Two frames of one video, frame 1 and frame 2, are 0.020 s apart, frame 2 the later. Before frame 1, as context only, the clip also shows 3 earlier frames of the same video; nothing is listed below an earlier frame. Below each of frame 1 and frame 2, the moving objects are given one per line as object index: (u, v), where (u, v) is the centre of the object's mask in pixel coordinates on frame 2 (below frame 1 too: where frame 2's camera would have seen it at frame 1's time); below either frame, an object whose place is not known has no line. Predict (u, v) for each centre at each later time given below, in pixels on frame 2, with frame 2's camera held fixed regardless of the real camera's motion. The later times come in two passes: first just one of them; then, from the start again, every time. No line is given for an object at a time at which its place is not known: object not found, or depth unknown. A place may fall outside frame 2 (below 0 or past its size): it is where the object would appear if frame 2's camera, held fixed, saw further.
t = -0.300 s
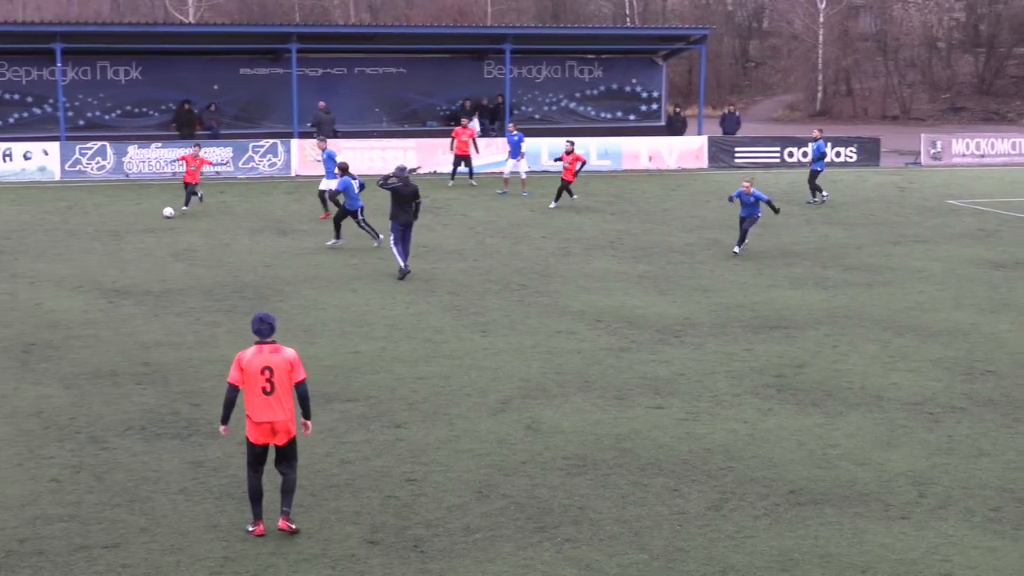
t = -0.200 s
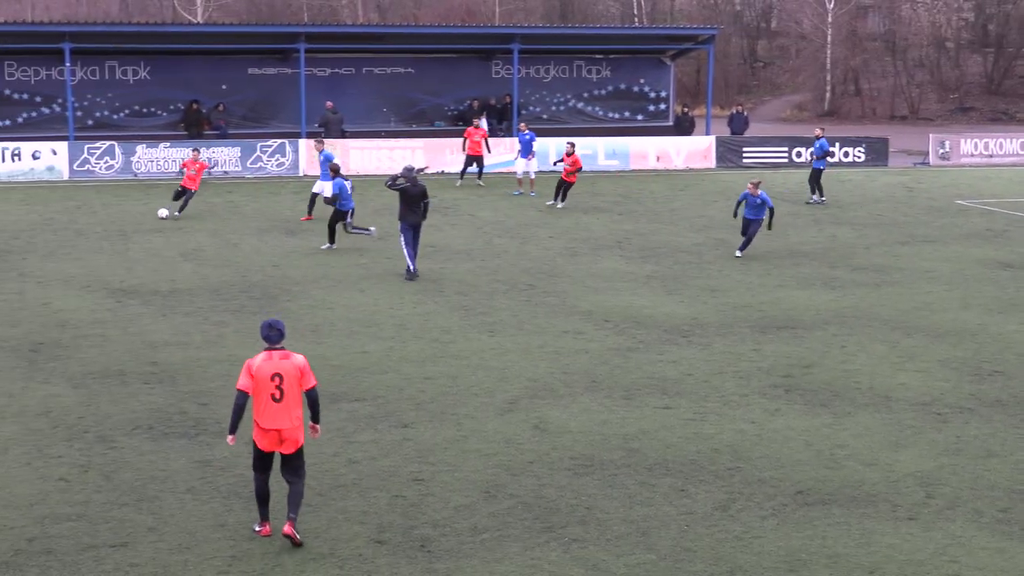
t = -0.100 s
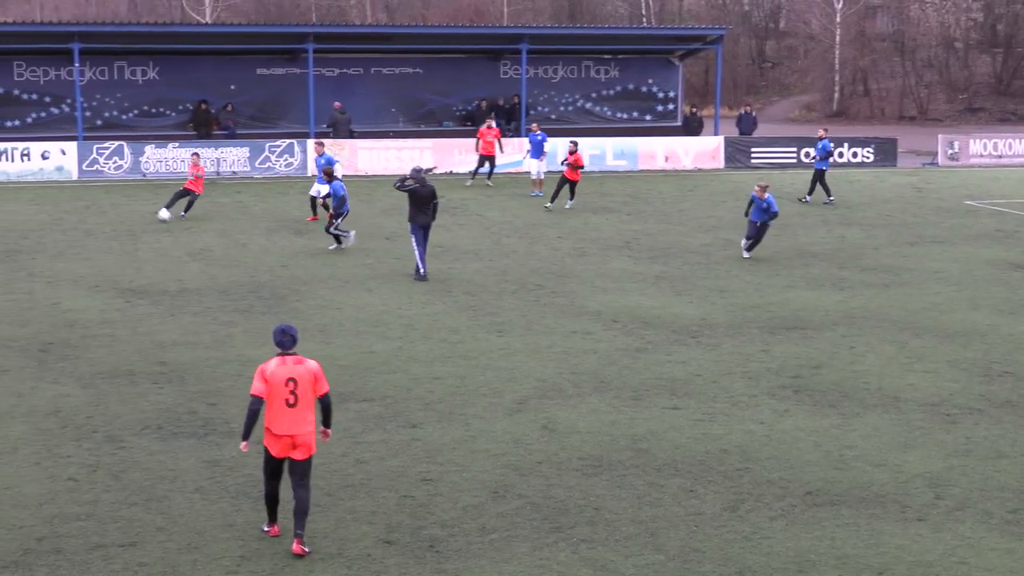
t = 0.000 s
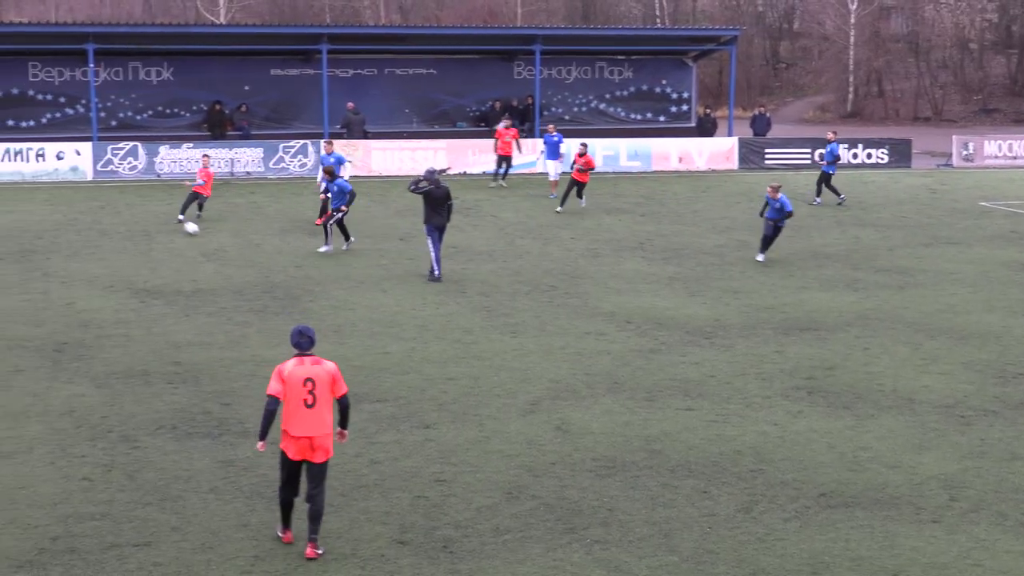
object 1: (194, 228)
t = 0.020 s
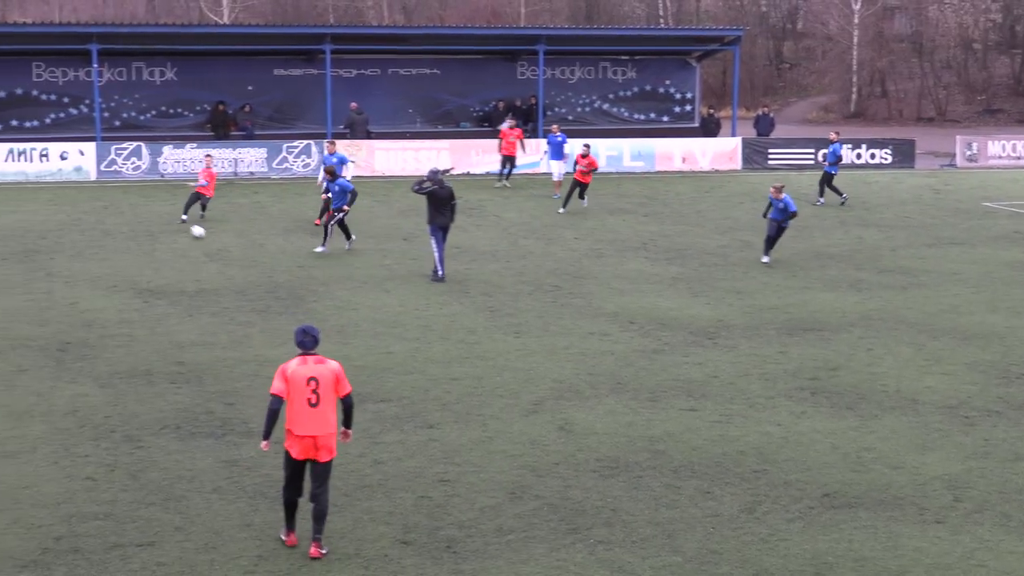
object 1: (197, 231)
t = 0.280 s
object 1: (244, 267)
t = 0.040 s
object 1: (201, 234)
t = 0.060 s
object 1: (205, 235)
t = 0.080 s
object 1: (208, 238)
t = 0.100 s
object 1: (212, 240)
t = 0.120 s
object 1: (216, 243)
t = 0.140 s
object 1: (220, 247)
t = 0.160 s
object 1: (224, 251)
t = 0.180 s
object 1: (227, 254)
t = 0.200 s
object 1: (231, 256)
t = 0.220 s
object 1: (234, 258)
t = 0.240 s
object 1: (238, 261)
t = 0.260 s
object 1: (241, 264)
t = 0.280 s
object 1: (244, 267)
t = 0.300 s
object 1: (246, 271)
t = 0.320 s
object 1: (249, 273)
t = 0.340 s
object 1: (251, 275)
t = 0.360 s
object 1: (252, 277)
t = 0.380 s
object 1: (254, 279)
